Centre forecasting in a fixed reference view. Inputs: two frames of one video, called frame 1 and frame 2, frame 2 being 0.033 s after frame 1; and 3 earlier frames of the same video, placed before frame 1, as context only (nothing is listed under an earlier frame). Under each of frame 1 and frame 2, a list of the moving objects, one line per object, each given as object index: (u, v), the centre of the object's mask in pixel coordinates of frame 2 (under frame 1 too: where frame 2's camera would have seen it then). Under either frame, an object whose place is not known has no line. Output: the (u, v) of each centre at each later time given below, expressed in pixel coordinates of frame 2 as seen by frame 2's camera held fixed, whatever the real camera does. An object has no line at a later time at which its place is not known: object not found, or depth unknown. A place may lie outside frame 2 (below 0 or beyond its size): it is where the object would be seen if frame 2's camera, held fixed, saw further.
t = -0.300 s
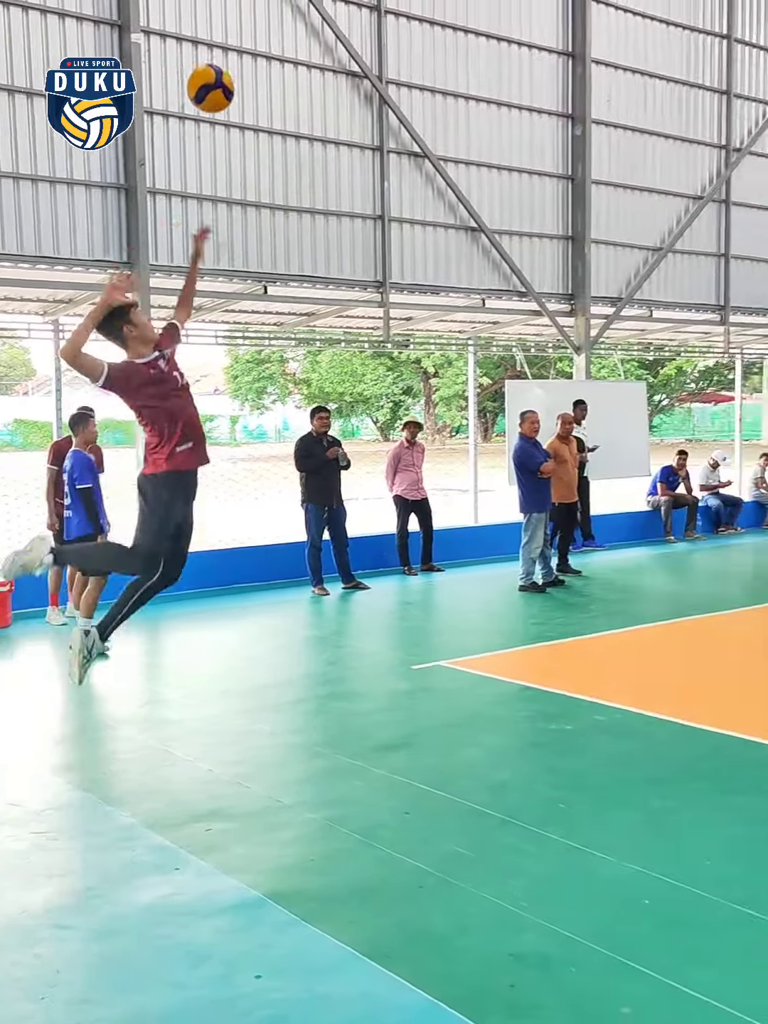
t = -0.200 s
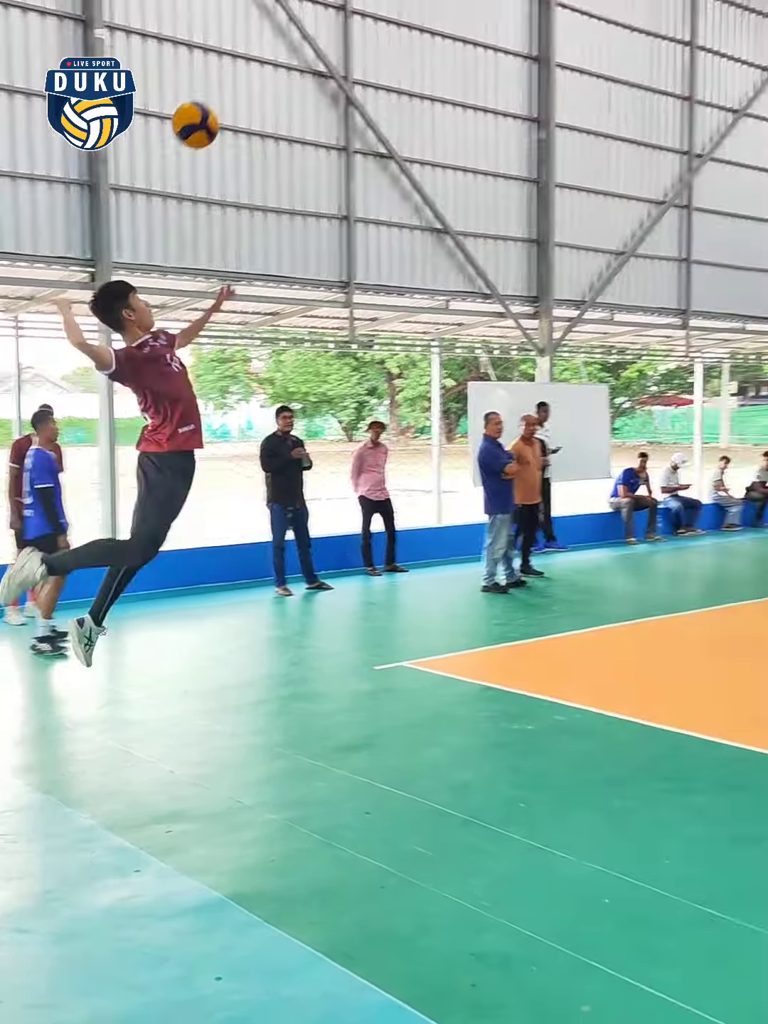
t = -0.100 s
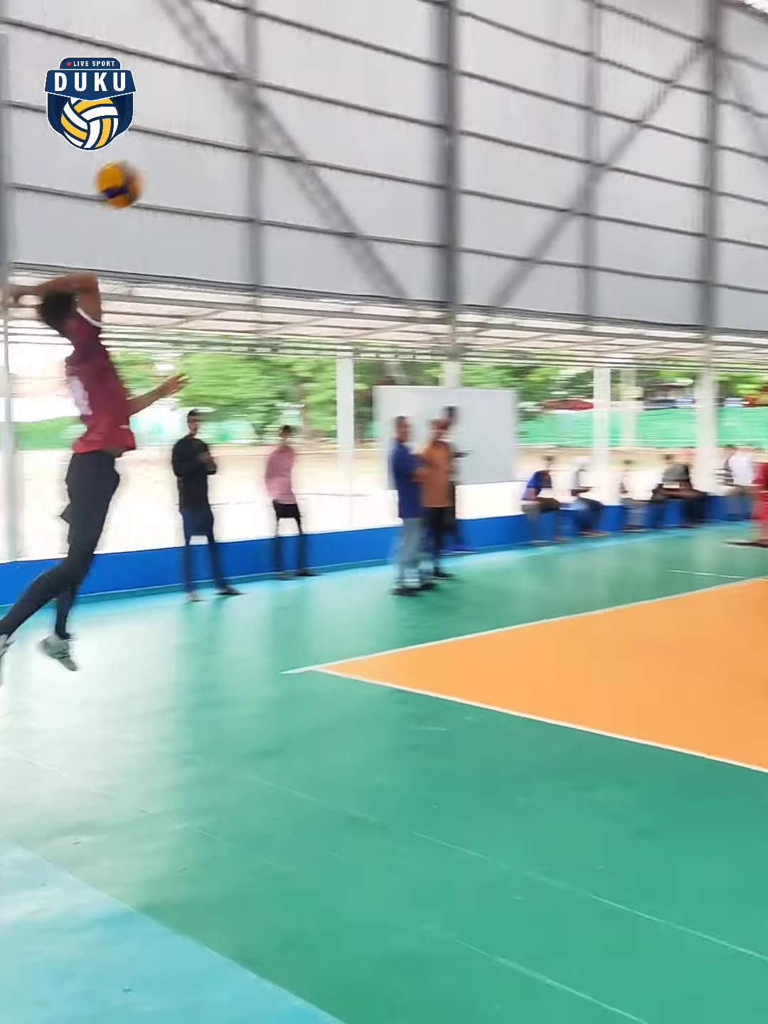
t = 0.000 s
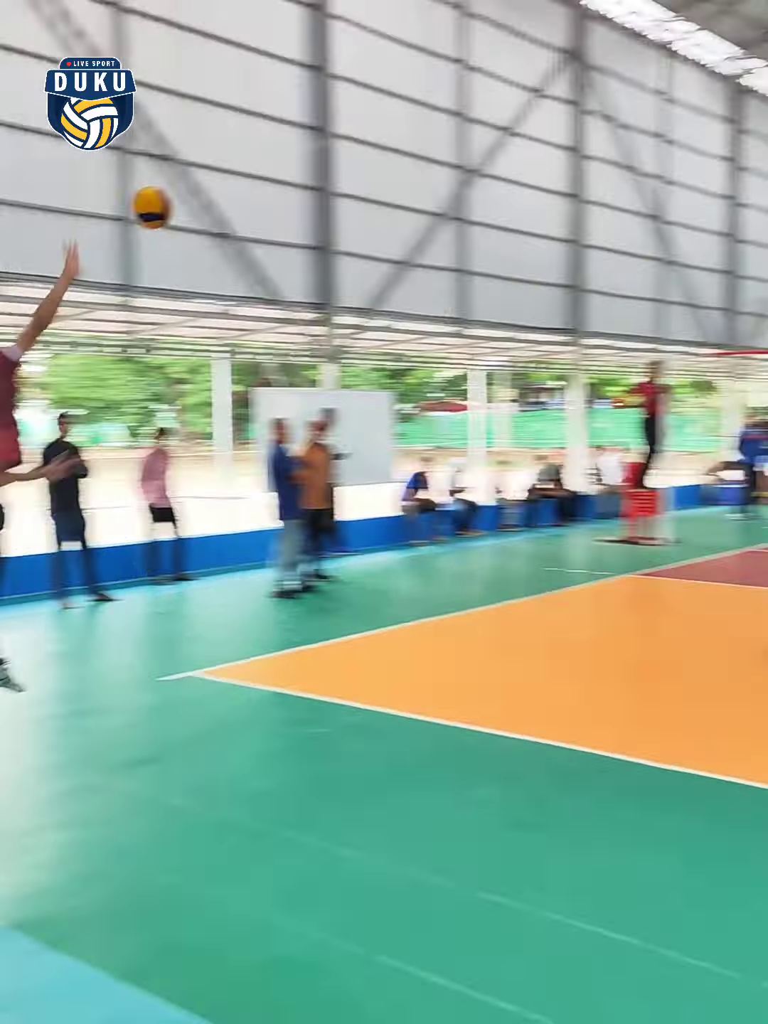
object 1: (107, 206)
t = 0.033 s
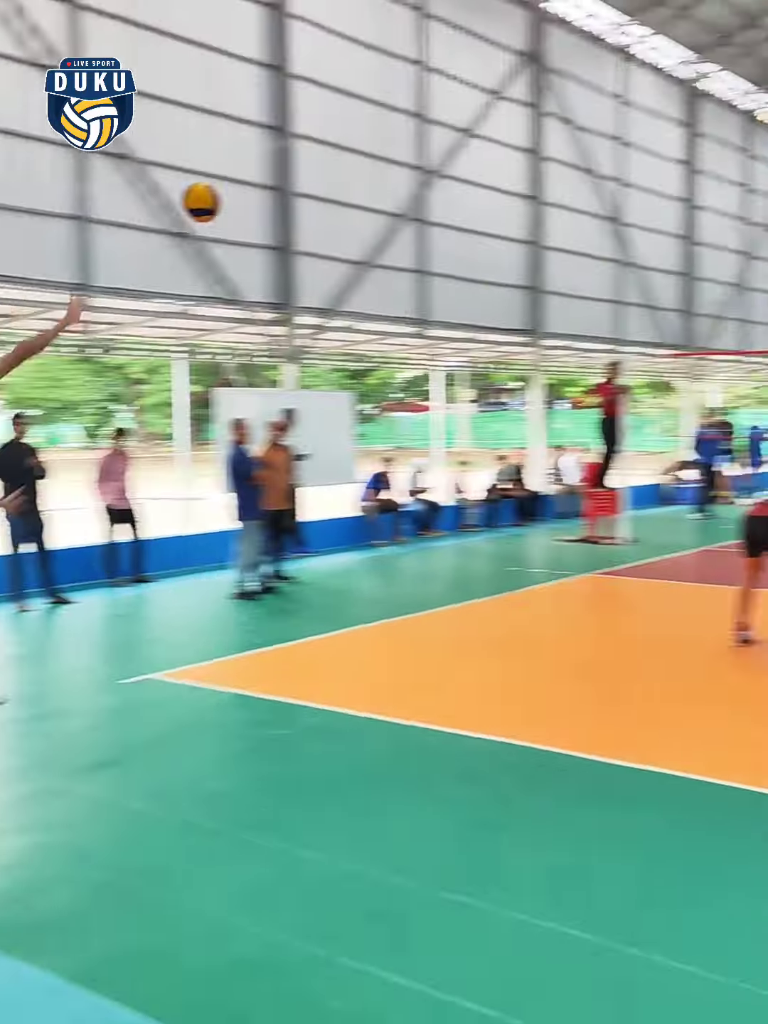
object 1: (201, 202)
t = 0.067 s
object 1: (282, 200)
